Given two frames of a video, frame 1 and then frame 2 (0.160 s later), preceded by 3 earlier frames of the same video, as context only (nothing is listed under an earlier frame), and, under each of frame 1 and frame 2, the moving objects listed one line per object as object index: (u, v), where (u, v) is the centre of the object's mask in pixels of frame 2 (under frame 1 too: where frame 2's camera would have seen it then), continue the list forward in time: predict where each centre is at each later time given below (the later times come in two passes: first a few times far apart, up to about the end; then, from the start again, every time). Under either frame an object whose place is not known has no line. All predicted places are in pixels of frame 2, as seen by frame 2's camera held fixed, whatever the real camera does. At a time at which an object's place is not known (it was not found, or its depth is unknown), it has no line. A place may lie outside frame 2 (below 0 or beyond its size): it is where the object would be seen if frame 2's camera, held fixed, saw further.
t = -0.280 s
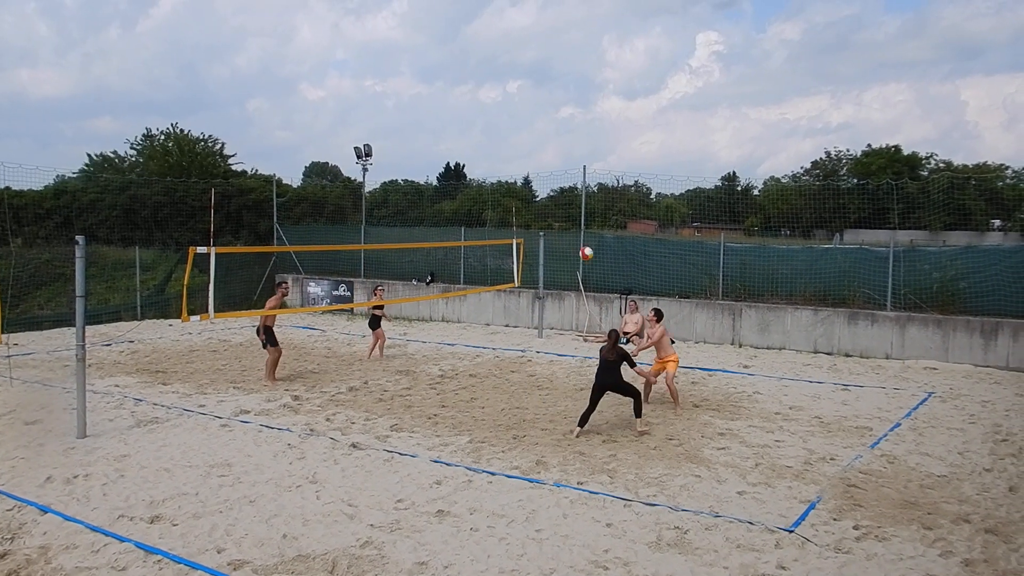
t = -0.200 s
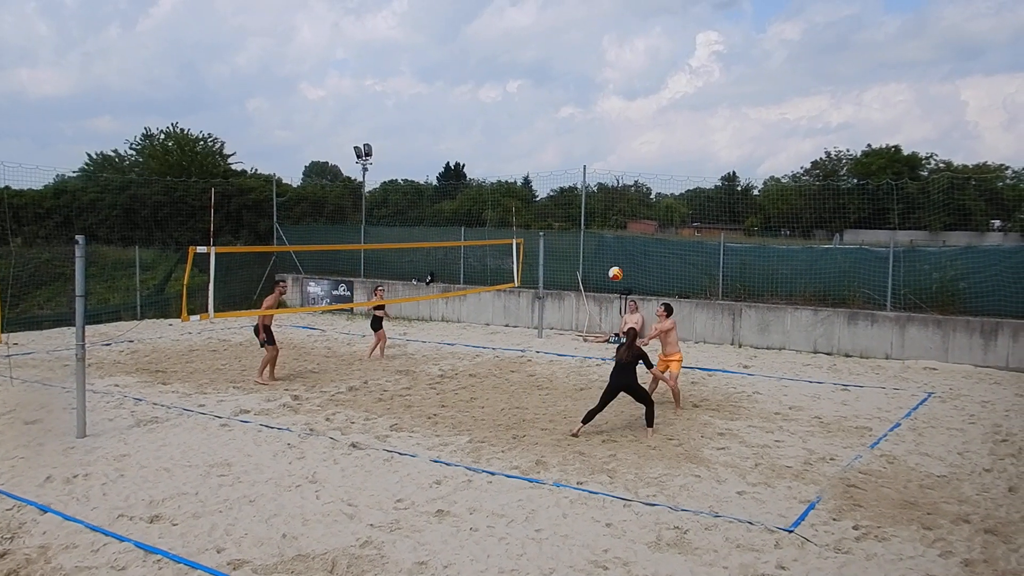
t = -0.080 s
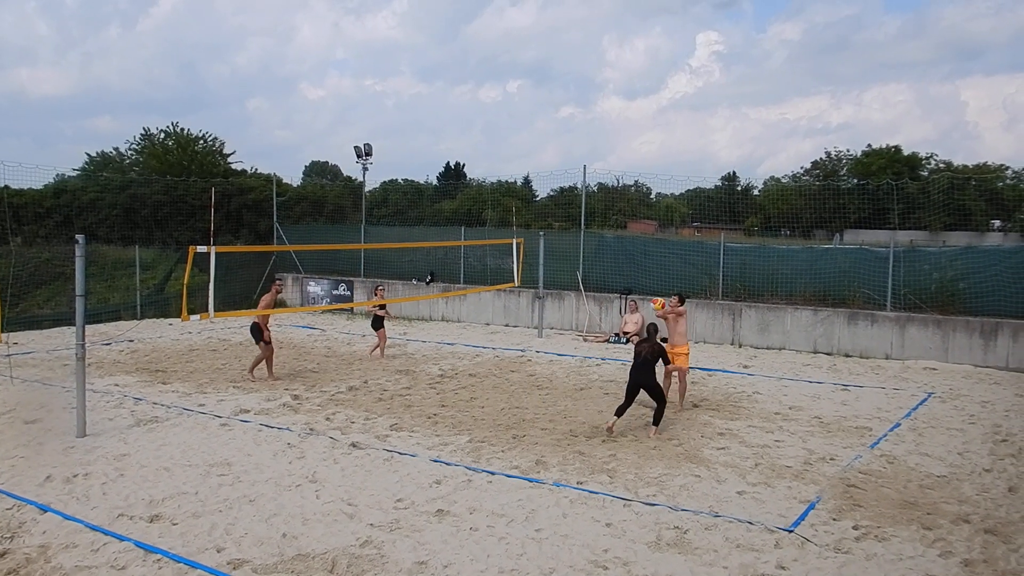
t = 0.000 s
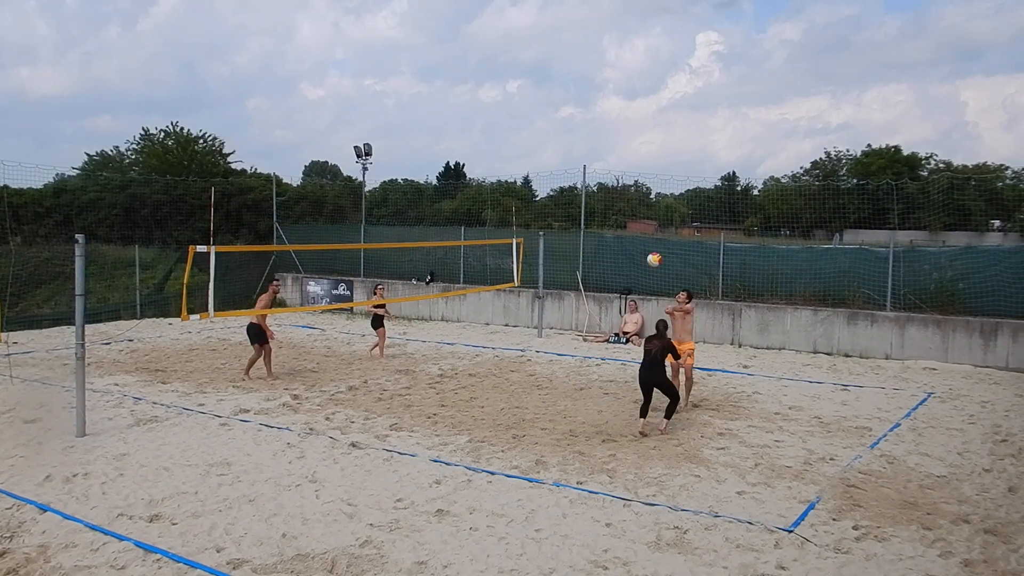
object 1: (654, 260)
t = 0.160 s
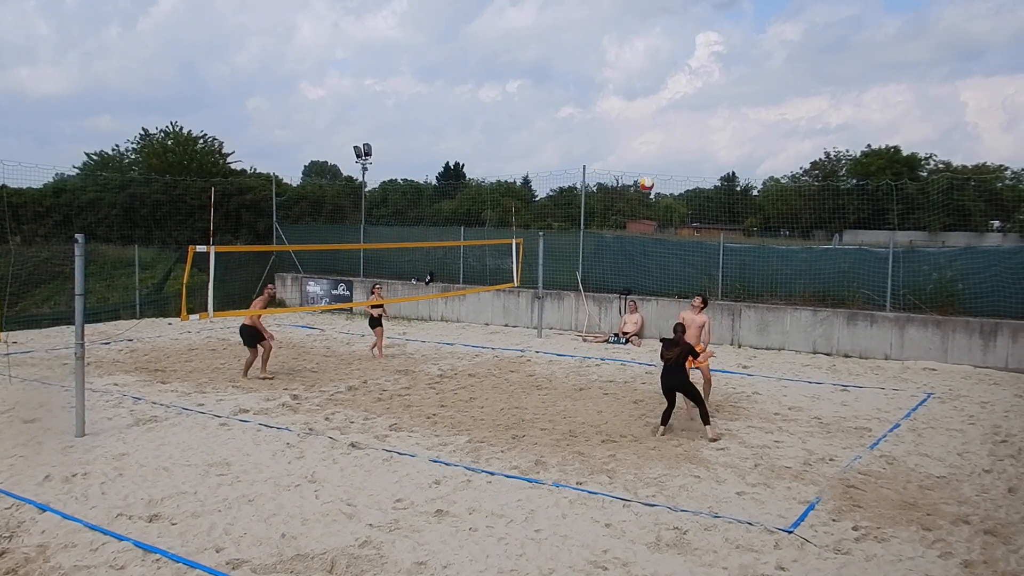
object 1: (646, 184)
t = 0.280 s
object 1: (641, 139)
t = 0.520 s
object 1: (628, 80)
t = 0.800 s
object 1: (611, 57)
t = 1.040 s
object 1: (596, 79)
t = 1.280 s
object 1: (580, 137)
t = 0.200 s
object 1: (645, 168)
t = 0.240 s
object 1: (643, 153)
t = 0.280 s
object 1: (641, 139)
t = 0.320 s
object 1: (638, 126)
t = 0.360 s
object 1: (636, 115)
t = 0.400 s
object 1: (634, 104)
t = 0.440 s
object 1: (632, 94)
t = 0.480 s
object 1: (630, 86)
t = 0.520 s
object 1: (628, 80)
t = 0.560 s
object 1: (626, 73)
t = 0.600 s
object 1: (623, 67)
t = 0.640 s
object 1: (621, 63)
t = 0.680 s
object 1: (619, 60)
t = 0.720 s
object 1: (616, 58)
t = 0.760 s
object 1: (614, 57)
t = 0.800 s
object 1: (611, 57)
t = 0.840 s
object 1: (609, 58)
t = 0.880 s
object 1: (606, 60)
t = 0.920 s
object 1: (604, 63)
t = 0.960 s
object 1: (602, 68)
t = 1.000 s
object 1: (599, 73)
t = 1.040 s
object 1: (596, 79)
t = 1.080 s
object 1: (593, 86)
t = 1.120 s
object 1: (591, 94)
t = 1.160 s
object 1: (588, 103)
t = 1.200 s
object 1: (586, 113)
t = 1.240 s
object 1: (583, 124)
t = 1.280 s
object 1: (580, 137)
